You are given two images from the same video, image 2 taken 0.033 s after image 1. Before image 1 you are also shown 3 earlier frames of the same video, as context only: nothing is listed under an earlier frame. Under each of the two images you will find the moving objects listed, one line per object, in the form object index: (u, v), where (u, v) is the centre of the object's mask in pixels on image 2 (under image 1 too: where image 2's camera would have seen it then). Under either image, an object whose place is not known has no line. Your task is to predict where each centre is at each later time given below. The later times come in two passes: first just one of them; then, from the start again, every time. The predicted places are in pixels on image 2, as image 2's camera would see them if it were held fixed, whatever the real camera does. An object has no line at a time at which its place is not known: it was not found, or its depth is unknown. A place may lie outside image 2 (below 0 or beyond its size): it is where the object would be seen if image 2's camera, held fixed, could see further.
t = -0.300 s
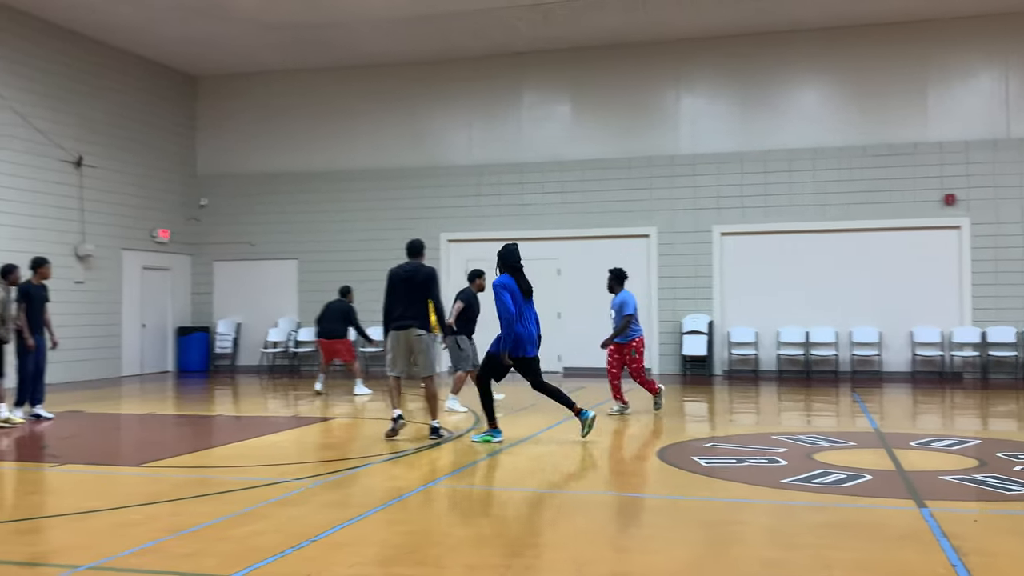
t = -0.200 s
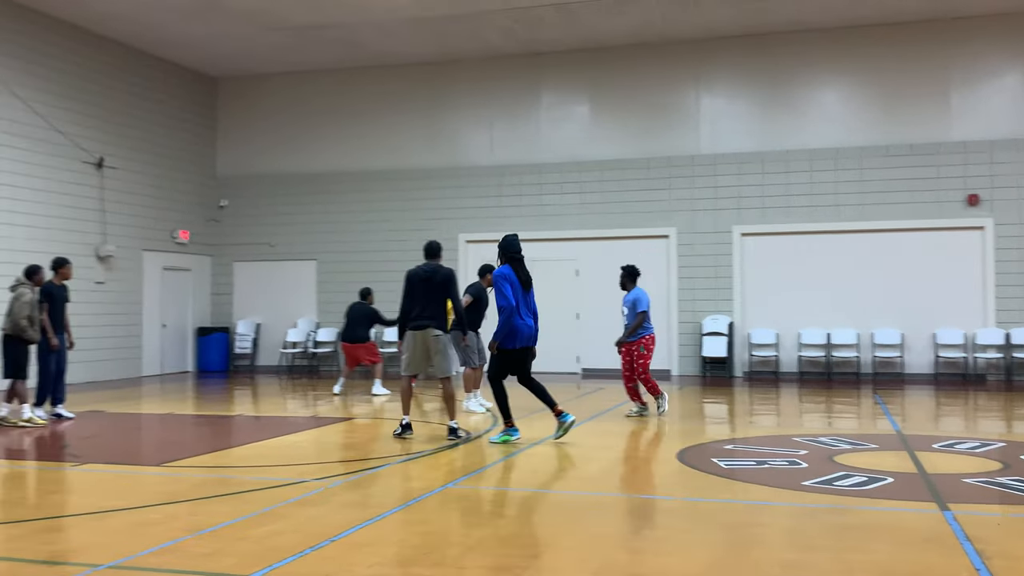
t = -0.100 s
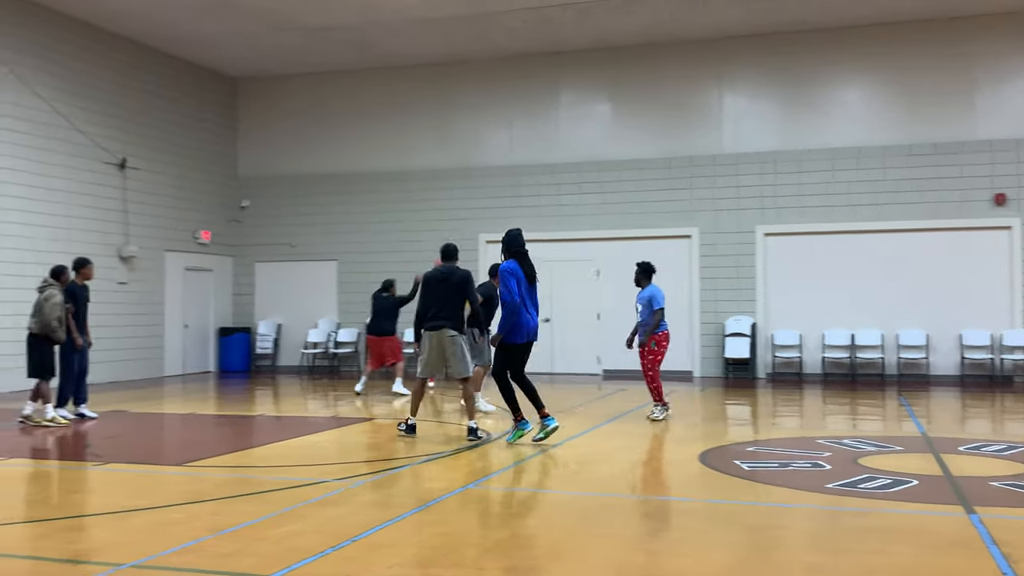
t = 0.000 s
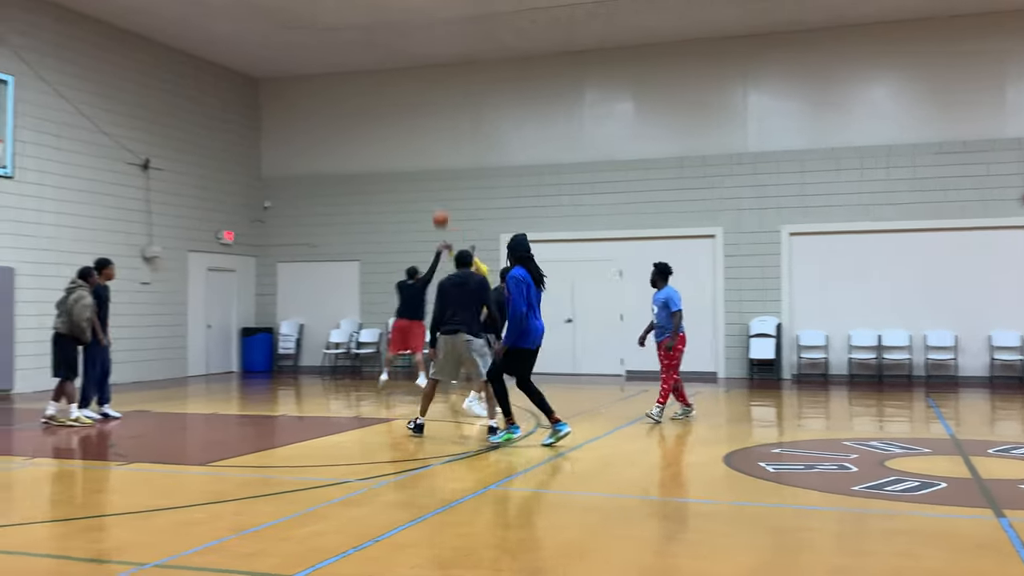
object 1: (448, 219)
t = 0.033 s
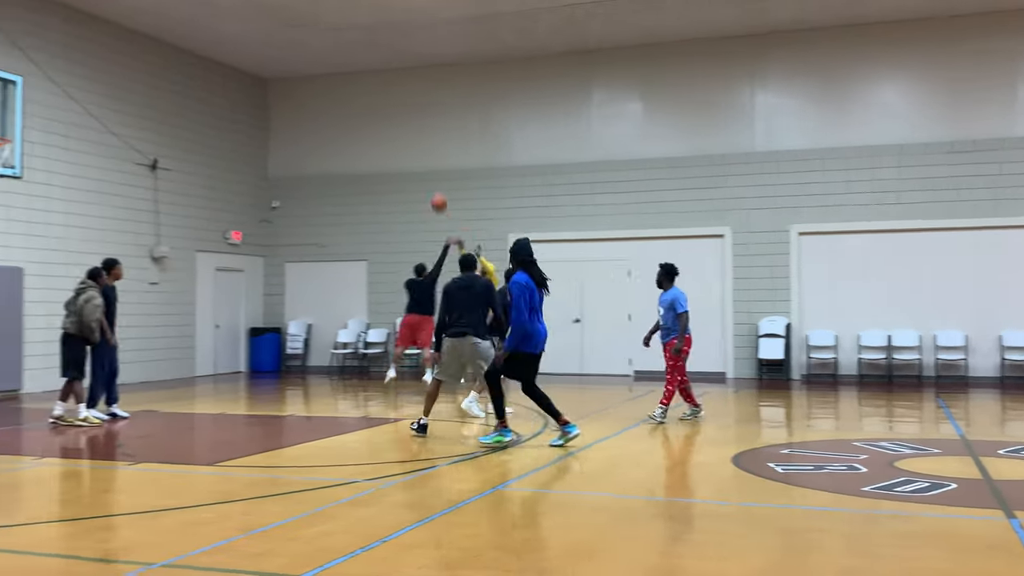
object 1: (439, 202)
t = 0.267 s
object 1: (370, 106)
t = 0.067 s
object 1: (429, 187)
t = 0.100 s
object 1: (419, 172)
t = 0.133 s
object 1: (409, 158)
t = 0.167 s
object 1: (400, 144)
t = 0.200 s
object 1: (389, 130)
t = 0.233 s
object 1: (379, 117)
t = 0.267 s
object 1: (370, 106)
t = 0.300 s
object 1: (359, 94)
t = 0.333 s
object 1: (349, 83)
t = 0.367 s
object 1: (339, 73)
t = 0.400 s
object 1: (329, 64)
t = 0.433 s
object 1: (318, 55)
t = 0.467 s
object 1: (307, 46)
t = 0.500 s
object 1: (297, 39)
